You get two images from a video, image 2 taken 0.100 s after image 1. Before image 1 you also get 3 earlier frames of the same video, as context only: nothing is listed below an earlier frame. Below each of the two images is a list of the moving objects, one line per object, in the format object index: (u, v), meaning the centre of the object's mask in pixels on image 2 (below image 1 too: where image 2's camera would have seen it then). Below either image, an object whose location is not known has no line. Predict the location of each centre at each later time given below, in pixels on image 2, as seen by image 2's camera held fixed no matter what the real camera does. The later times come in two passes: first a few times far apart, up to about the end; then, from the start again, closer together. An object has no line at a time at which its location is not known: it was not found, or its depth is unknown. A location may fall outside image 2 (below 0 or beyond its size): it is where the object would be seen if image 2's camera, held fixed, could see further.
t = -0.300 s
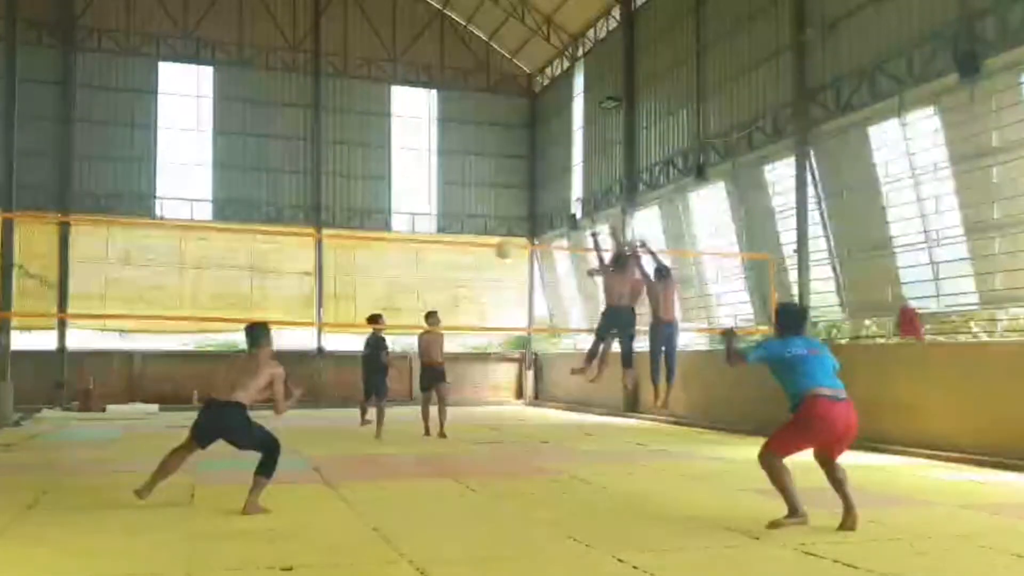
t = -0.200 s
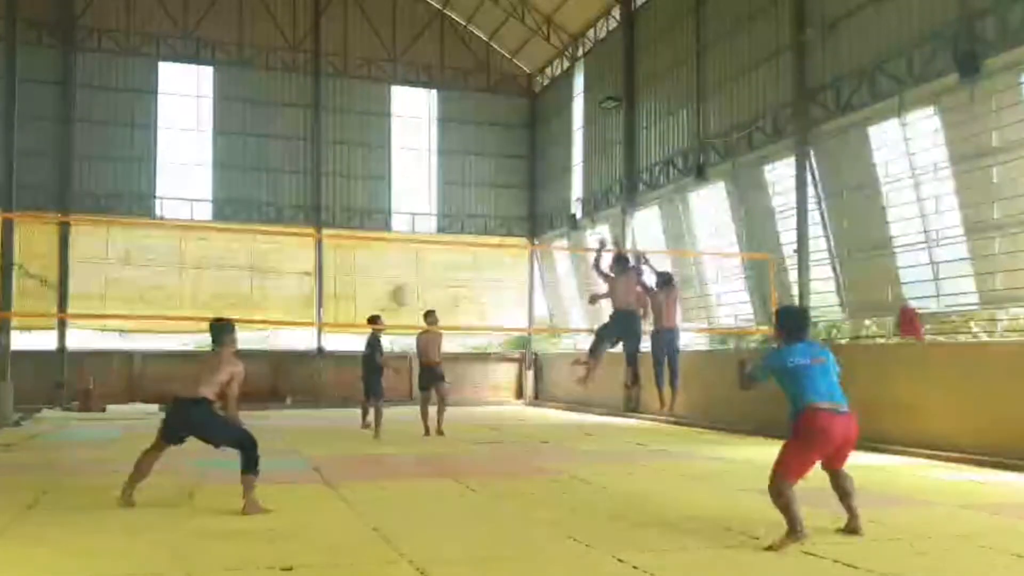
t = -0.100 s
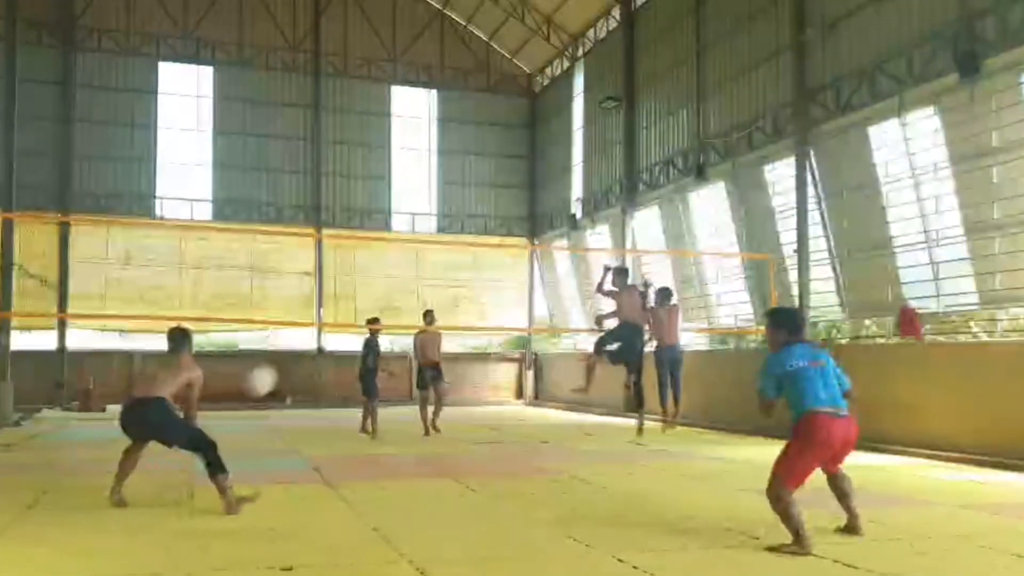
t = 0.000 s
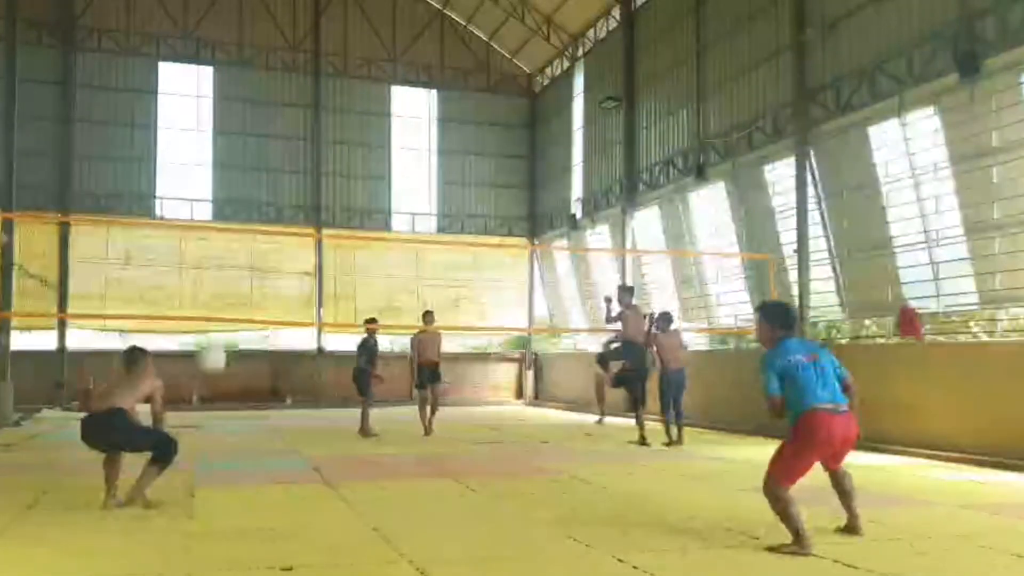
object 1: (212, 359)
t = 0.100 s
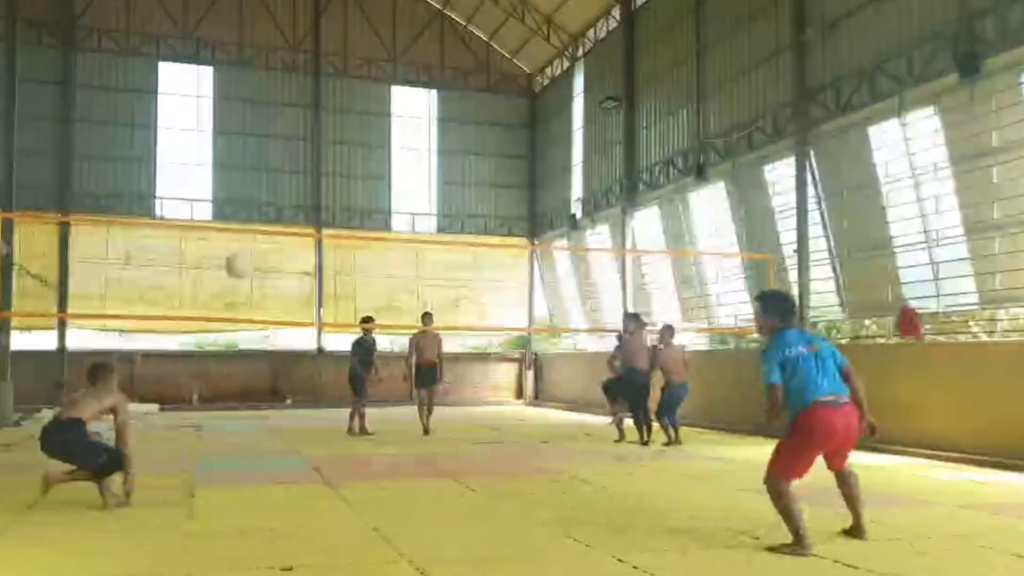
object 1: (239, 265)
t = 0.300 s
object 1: (283, 140)
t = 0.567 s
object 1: (325, 61)
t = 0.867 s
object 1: (360, 61)
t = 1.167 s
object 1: (391, 137)
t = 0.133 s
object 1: (246, 241)
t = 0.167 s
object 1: (257, 215)
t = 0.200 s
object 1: (264, 195)
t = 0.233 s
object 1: (271, 174)
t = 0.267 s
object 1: (278, 157)
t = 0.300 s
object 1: (283, 140)
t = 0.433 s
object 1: (304, 89)
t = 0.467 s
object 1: (311, 80)
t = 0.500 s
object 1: (315, 72)
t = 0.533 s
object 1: (320, 65)
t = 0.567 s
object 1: (325, 61)
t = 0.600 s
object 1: (330, 56)
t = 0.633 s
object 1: (333, 53)
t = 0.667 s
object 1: (338, 52)
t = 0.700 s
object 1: (342, 51)
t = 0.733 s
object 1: (346, 51)
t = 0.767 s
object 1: (349, 52)
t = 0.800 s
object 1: (353, 55)
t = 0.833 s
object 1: (357, 58)
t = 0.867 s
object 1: (360, 61)
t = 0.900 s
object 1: (364, 66)
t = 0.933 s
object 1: (367, 73)
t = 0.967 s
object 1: (371, 79)
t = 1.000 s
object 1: (374, 86)
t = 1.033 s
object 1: (379, 95)
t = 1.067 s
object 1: (382, 104)
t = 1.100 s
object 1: (383, 115)
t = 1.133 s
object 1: (388, 125)
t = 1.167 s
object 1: (391, 137)
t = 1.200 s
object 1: (393, 149)
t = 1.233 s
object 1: (395, 161)
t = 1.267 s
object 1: (398, 175)
